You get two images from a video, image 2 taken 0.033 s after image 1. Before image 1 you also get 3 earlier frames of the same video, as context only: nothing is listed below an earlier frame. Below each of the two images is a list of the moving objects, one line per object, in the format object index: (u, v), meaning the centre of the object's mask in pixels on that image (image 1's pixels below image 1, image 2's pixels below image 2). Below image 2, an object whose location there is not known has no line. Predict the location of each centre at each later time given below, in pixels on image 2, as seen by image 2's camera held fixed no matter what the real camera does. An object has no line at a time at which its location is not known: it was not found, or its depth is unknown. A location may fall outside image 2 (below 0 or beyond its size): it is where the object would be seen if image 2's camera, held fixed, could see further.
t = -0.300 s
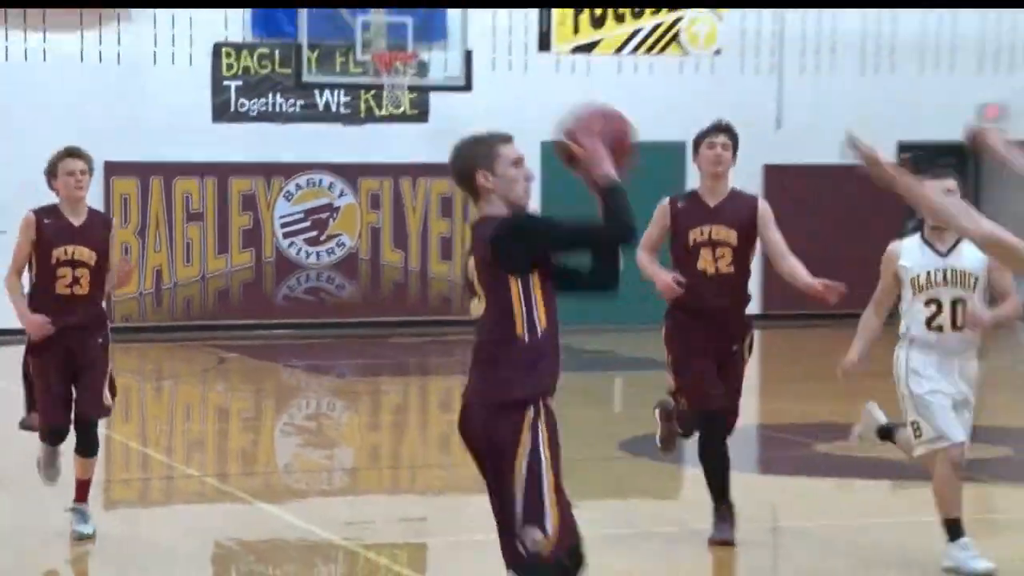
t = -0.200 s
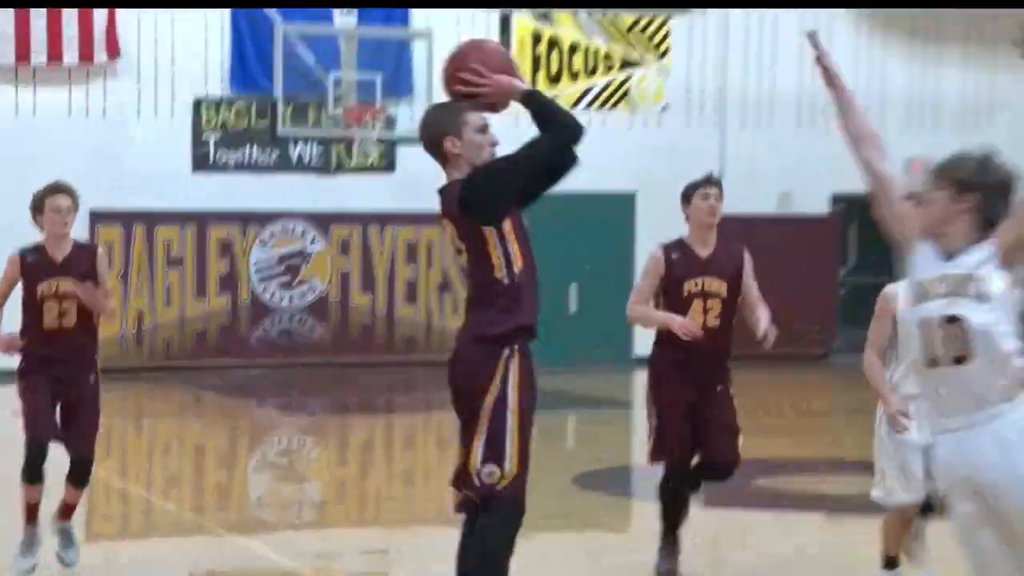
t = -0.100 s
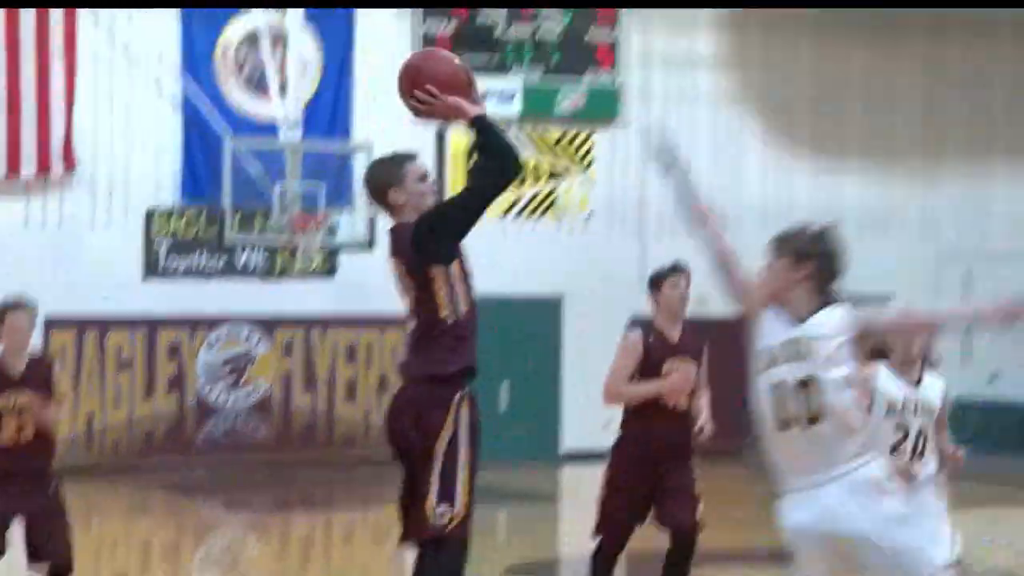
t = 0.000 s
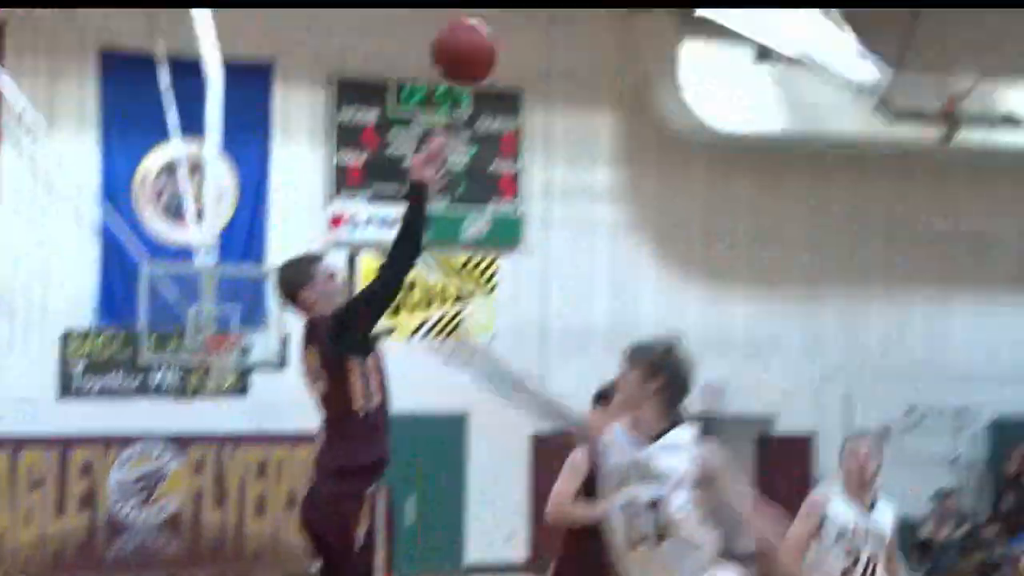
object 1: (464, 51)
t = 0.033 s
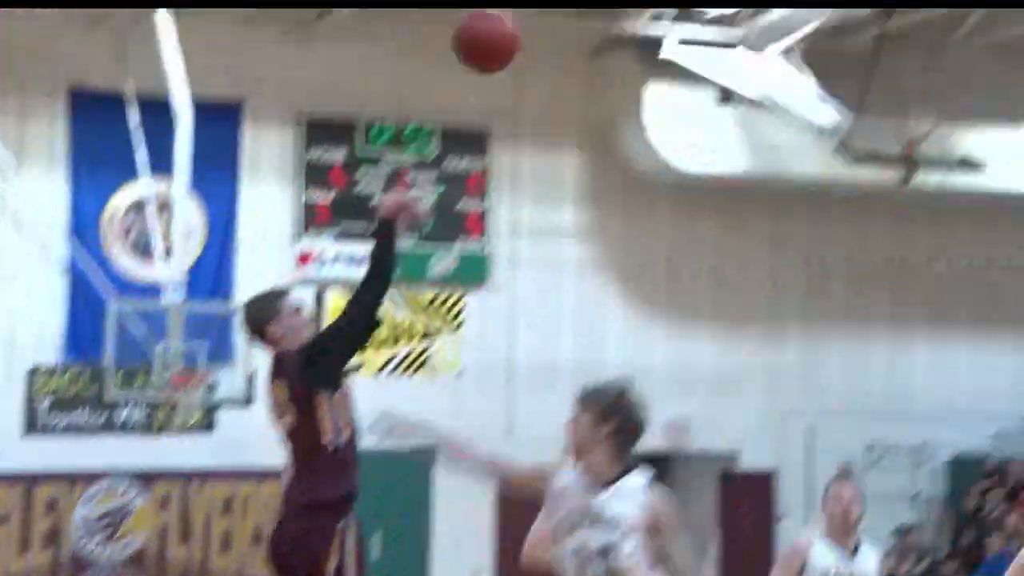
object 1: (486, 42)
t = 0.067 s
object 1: (540, -8)
